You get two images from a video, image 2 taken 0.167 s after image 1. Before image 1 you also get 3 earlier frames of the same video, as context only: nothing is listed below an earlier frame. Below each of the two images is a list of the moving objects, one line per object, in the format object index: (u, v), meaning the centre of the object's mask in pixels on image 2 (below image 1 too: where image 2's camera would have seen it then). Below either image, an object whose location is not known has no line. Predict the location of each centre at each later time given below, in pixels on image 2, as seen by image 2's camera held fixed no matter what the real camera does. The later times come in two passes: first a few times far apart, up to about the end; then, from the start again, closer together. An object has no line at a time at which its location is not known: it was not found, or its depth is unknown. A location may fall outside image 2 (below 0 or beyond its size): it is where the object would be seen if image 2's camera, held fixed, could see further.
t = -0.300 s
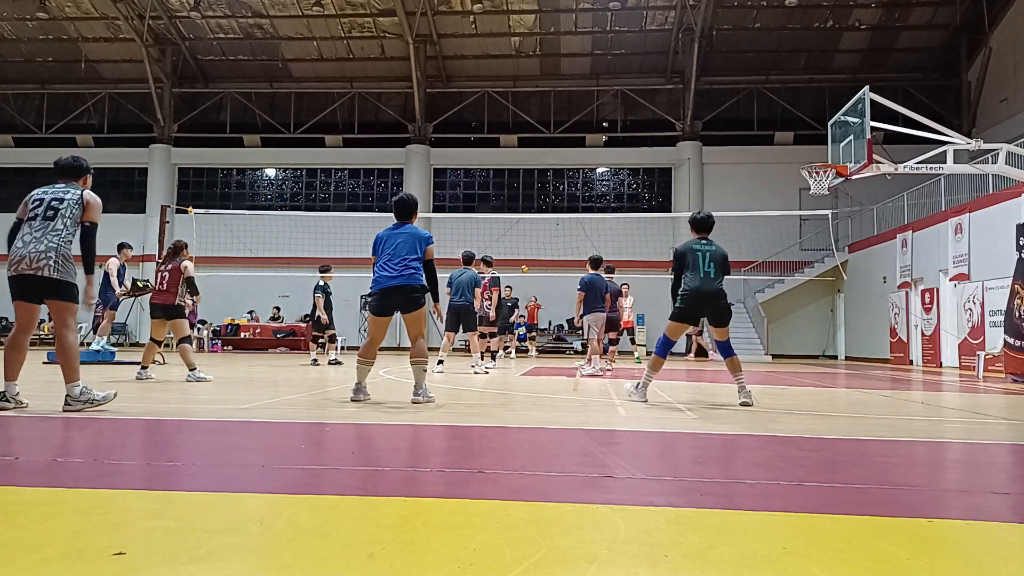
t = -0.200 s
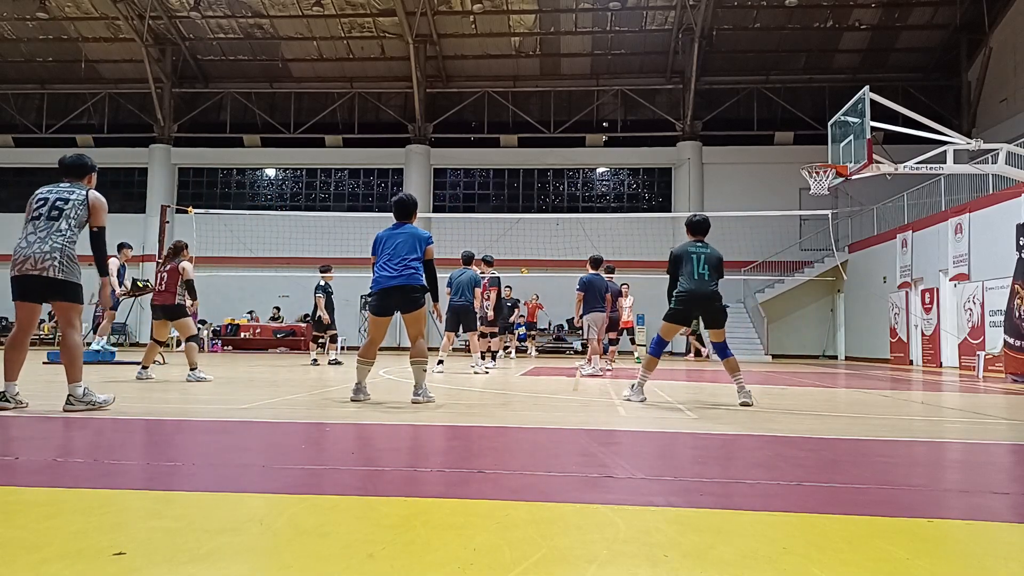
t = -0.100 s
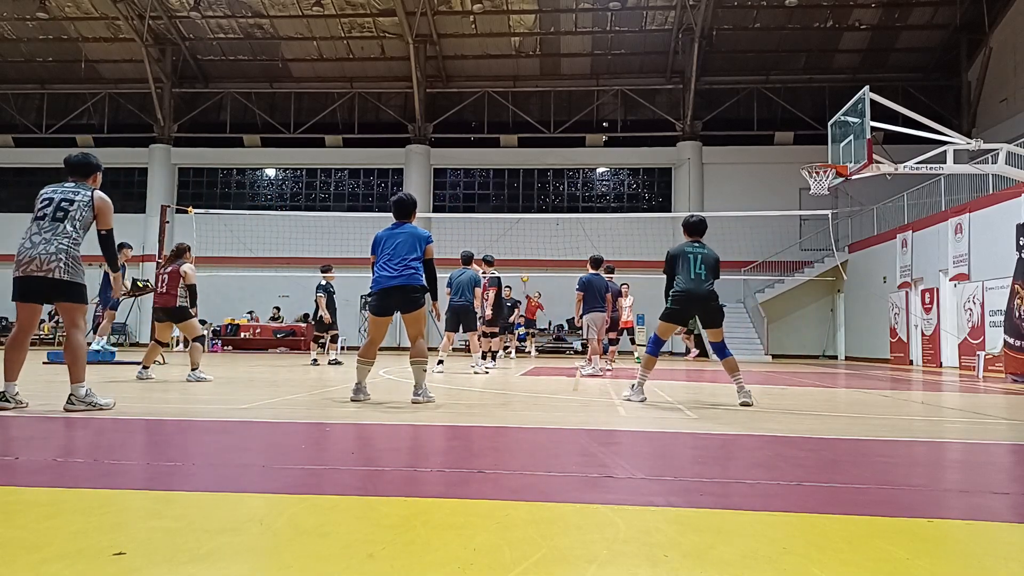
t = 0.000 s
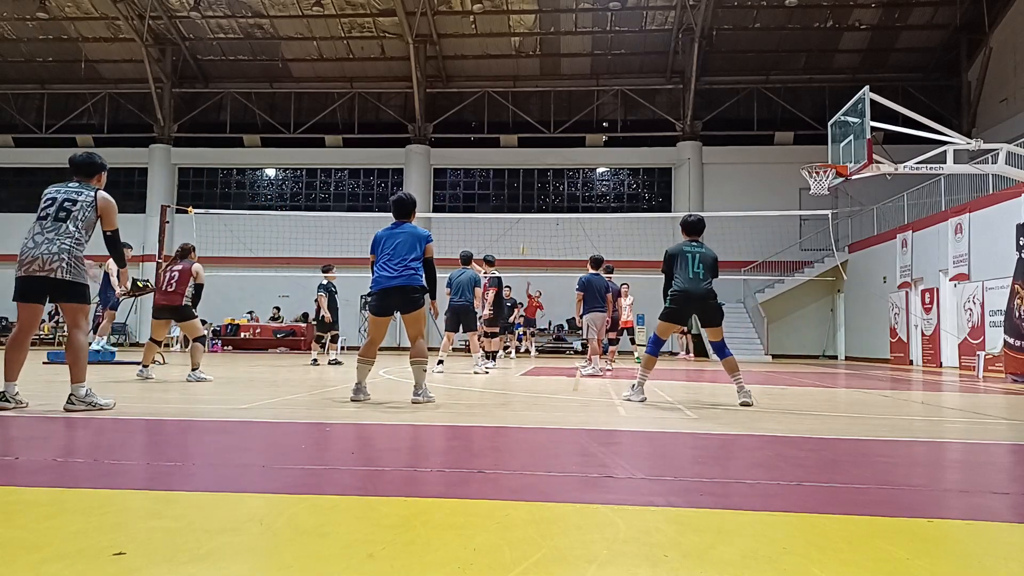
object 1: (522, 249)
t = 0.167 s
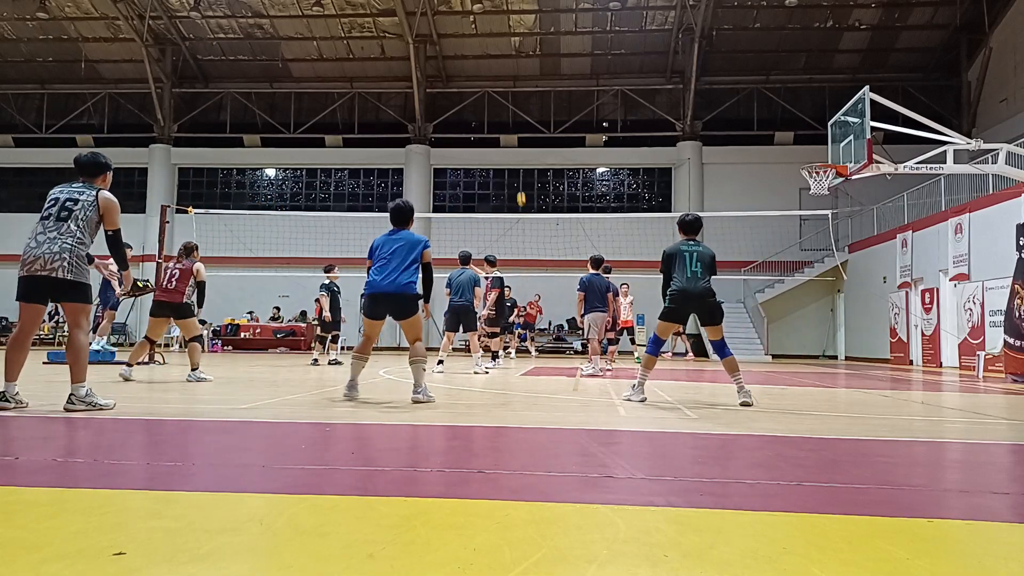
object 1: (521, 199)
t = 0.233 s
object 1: (520, 179)
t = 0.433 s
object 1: (517, 126)
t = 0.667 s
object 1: (516, 75)
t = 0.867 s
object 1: (514, 47)
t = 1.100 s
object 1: (508, 42)
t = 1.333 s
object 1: (504, 82)
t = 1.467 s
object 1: (503, 131)
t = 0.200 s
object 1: (521, 189)
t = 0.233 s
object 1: (520, 179)
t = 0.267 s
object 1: (520, 170)
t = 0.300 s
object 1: (520, 161)
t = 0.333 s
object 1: (519, 151)
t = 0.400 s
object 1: (518, 135)
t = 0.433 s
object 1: (517, 126)
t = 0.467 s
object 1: (517, 118)
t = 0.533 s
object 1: (516, 102)
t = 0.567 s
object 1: (516, 95)
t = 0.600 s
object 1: (516, 88)
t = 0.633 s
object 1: (516, 81)
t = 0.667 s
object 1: (516, 75)
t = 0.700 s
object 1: (516, 69)
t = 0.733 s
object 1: (515, 64)
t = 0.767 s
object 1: (515, 59)
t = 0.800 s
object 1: (514, 54)
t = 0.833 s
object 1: (514, 50)
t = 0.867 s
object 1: (514, 47)
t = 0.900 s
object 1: (513, 44)
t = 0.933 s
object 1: (512, 42)
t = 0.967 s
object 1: (512, 40)
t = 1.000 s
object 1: (511, 39)
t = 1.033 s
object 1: (510, 40)
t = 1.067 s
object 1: (509, 40)
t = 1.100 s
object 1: (508, 42)
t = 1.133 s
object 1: (507, 45)
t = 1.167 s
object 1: (506, 48)
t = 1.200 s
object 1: (506, 53)
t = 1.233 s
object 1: (505, 58)
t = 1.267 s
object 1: (505, 65)
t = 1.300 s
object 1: (504, 73)
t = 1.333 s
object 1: (504, 82)
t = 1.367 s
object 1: (504, 92)
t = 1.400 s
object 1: (503, 104)
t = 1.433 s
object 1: (503, 117)
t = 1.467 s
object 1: (503, 131)
